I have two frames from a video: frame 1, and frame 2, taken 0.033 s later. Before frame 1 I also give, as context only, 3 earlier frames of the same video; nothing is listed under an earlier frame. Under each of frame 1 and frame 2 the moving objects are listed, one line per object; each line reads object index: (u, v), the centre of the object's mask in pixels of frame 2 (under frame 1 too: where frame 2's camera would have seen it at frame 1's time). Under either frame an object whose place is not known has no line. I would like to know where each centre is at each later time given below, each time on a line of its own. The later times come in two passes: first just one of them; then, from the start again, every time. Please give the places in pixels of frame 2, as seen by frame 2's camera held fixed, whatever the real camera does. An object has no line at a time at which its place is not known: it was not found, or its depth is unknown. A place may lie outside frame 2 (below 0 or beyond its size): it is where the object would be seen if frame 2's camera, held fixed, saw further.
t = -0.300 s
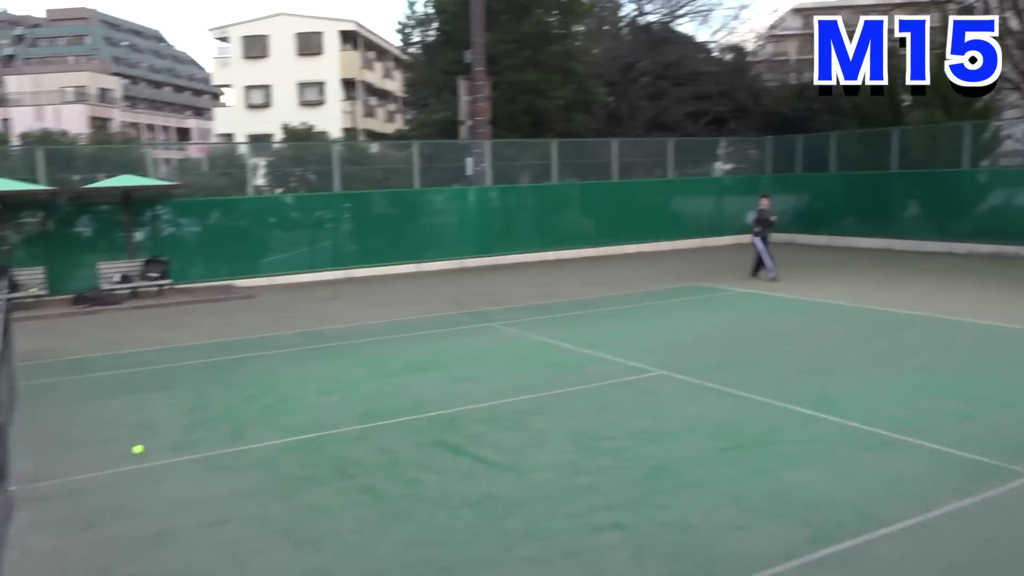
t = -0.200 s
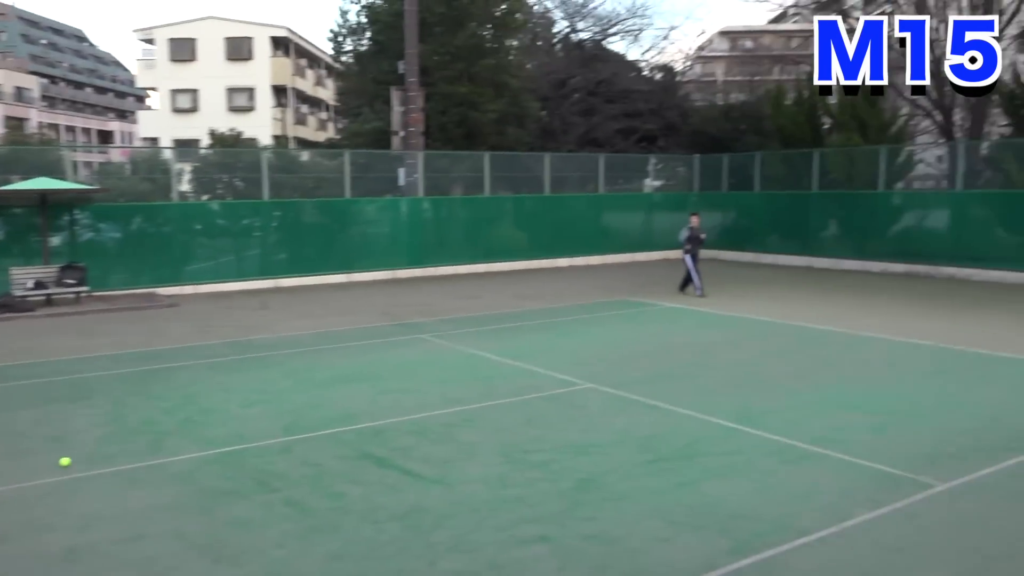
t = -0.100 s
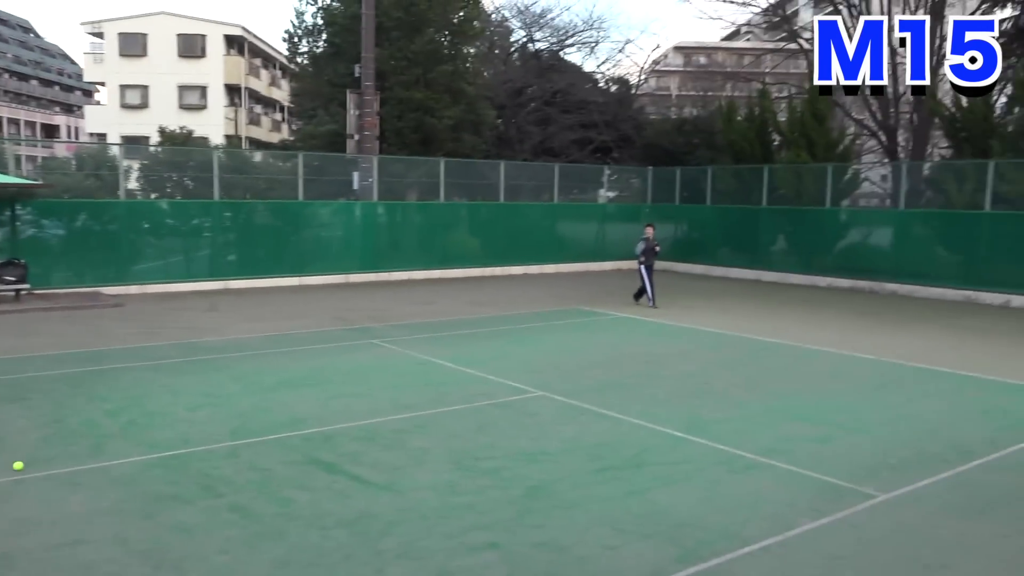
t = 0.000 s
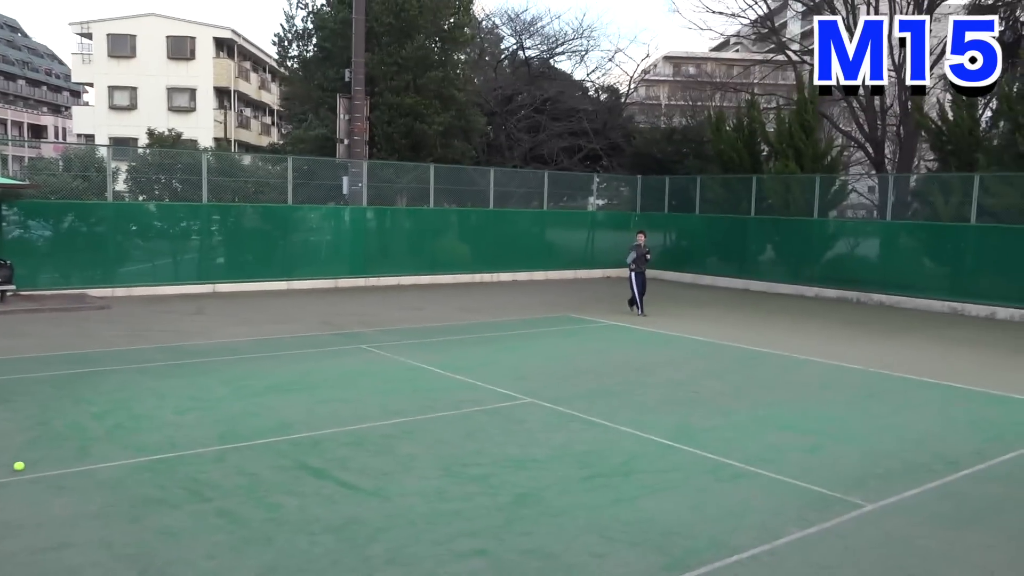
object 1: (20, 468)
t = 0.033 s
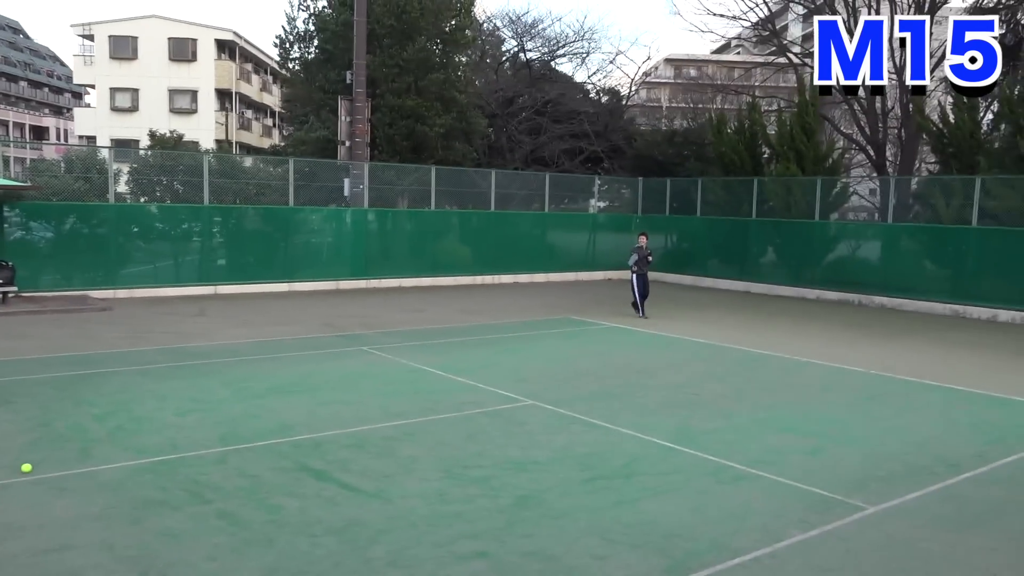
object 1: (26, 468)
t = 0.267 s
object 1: (63, 466)
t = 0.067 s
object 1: (31, 467)
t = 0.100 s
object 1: (37, 468)
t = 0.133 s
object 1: (42, 467)
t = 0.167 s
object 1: (48, 467)
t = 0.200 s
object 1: (53, 466)
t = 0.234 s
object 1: (59, 466)
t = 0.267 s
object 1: (63, 466)
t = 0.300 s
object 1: (69, 465)
